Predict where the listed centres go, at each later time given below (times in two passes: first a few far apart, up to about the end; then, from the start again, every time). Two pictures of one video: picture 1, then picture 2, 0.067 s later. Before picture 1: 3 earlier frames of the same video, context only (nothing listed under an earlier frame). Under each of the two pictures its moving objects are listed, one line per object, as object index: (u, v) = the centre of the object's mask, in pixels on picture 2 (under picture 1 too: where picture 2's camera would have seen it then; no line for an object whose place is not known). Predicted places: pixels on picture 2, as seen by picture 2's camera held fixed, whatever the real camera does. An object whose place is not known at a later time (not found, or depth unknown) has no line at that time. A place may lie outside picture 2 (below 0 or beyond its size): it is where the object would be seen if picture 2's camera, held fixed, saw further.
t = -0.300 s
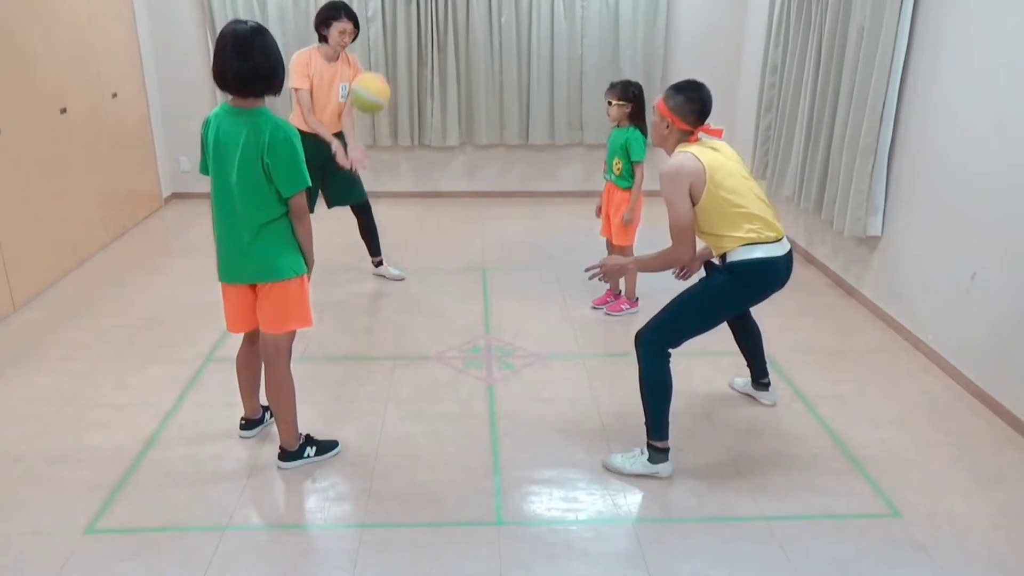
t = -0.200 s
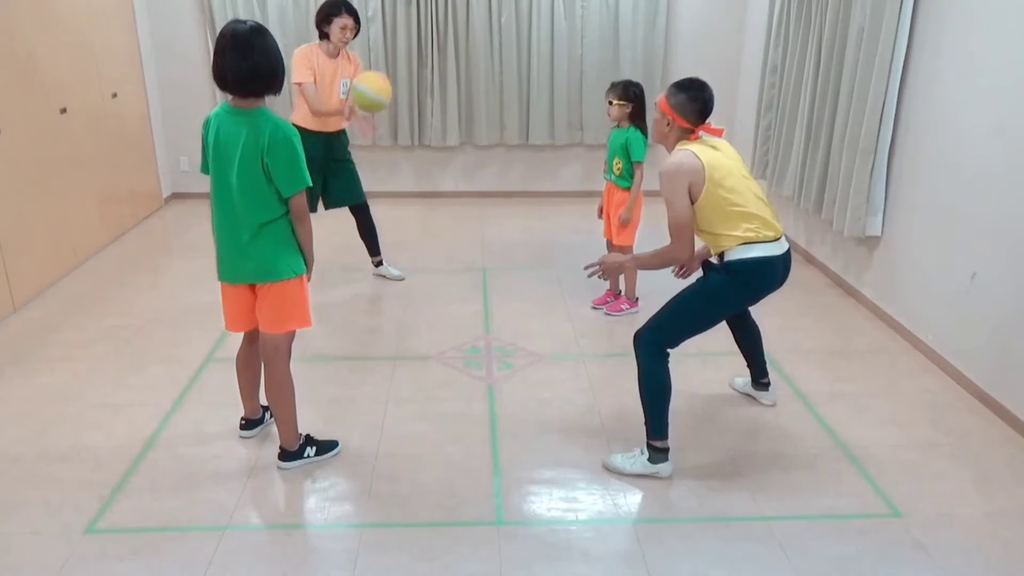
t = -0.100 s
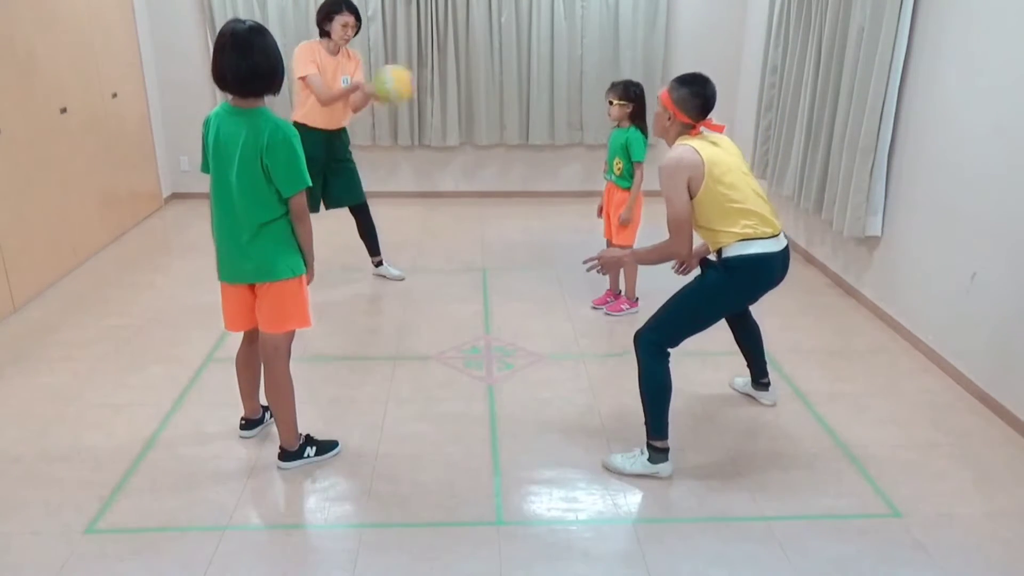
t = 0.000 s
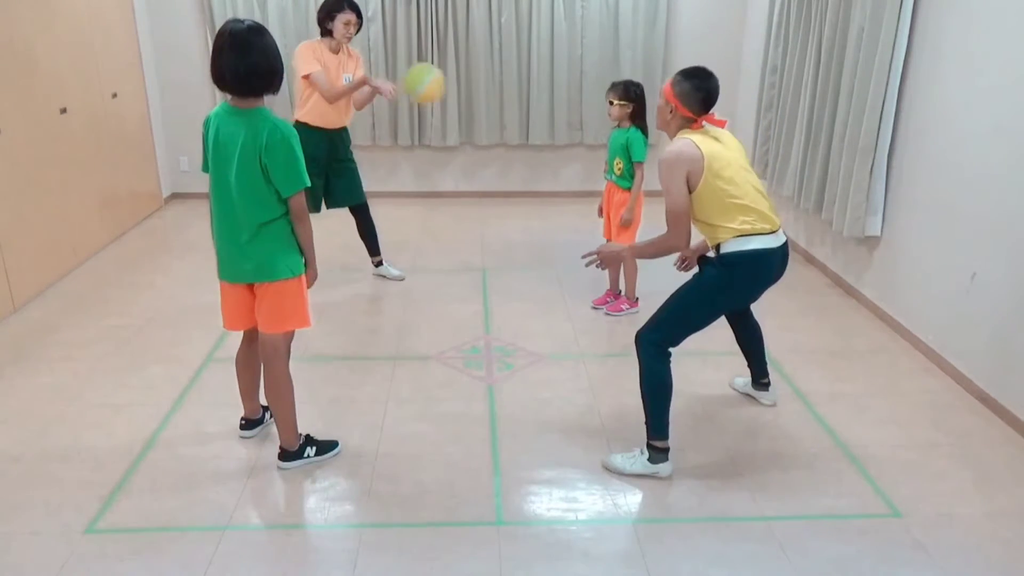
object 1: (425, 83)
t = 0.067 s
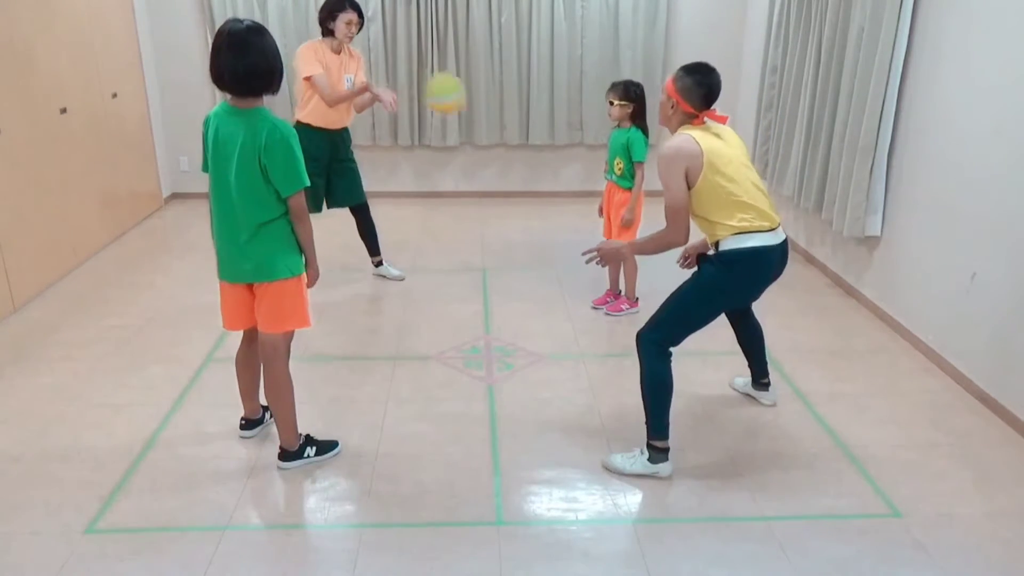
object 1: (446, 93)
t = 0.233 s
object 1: (498, 152)
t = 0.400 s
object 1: (548, 261)
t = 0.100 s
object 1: (456, 101)
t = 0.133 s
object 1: (466, 111)
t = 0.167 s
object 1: (476, 124)
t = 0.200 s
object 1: (487, 137)
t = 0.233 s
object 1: (498, 152)
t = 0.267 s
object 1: (509, 171)
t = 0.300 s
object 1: (519, 191)
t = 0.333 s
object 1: (530, 213)
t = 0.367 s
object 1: (539, 238)
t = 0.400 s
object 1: (548, 261)
